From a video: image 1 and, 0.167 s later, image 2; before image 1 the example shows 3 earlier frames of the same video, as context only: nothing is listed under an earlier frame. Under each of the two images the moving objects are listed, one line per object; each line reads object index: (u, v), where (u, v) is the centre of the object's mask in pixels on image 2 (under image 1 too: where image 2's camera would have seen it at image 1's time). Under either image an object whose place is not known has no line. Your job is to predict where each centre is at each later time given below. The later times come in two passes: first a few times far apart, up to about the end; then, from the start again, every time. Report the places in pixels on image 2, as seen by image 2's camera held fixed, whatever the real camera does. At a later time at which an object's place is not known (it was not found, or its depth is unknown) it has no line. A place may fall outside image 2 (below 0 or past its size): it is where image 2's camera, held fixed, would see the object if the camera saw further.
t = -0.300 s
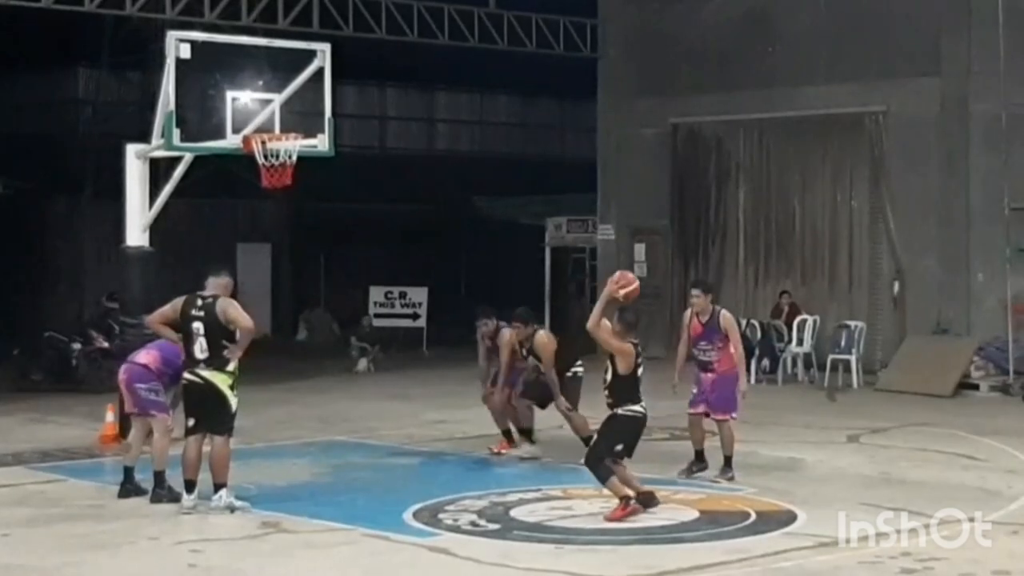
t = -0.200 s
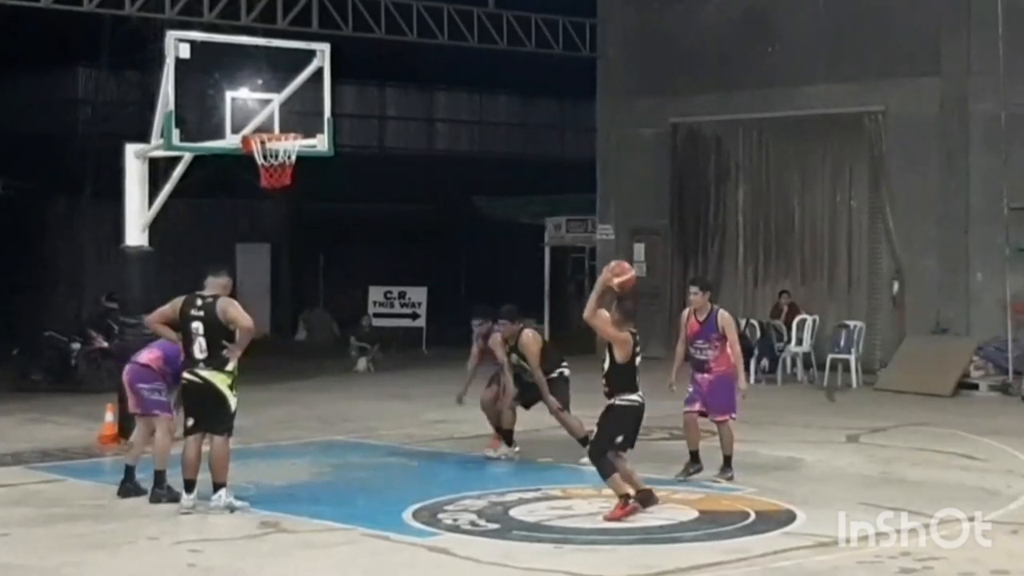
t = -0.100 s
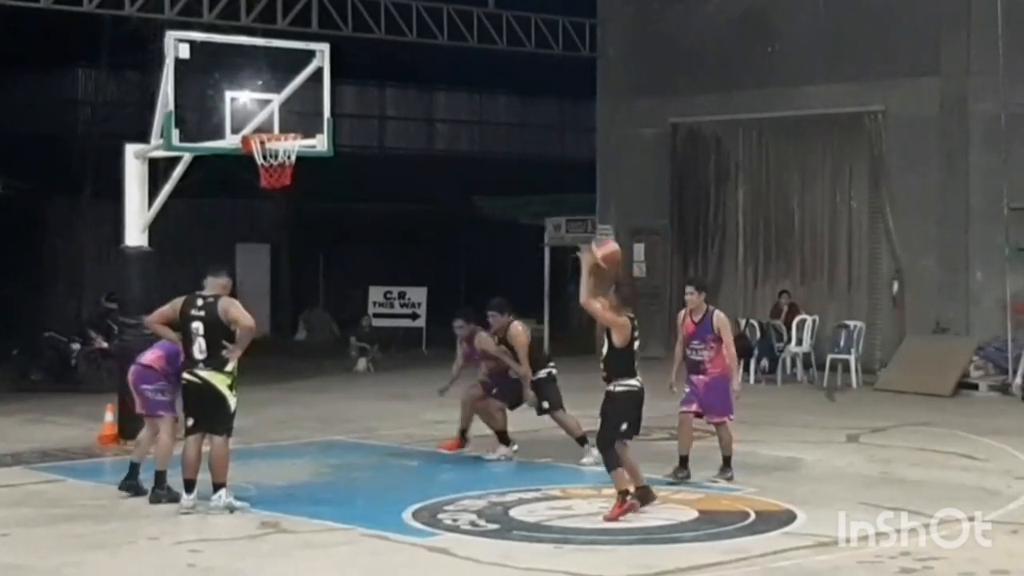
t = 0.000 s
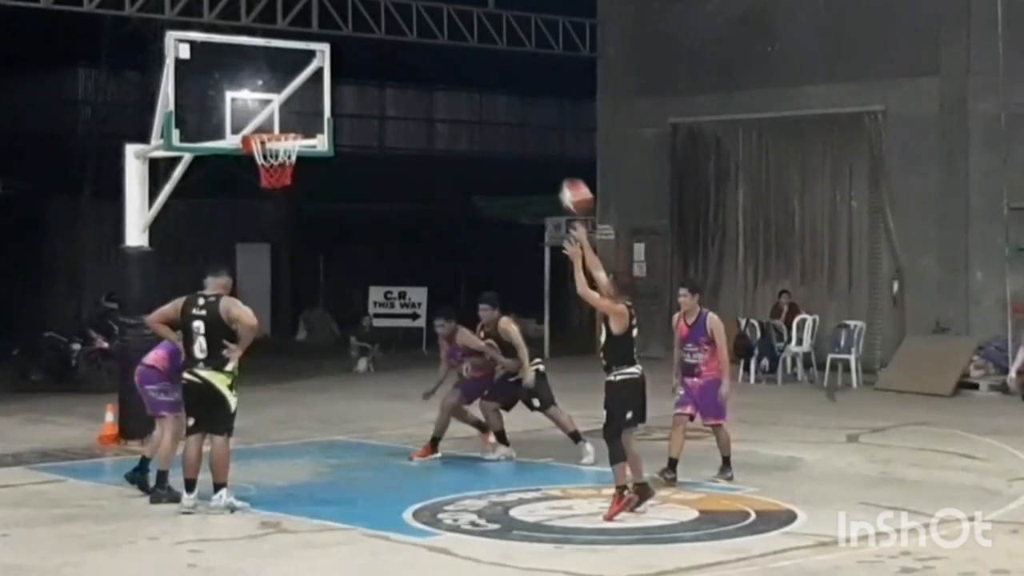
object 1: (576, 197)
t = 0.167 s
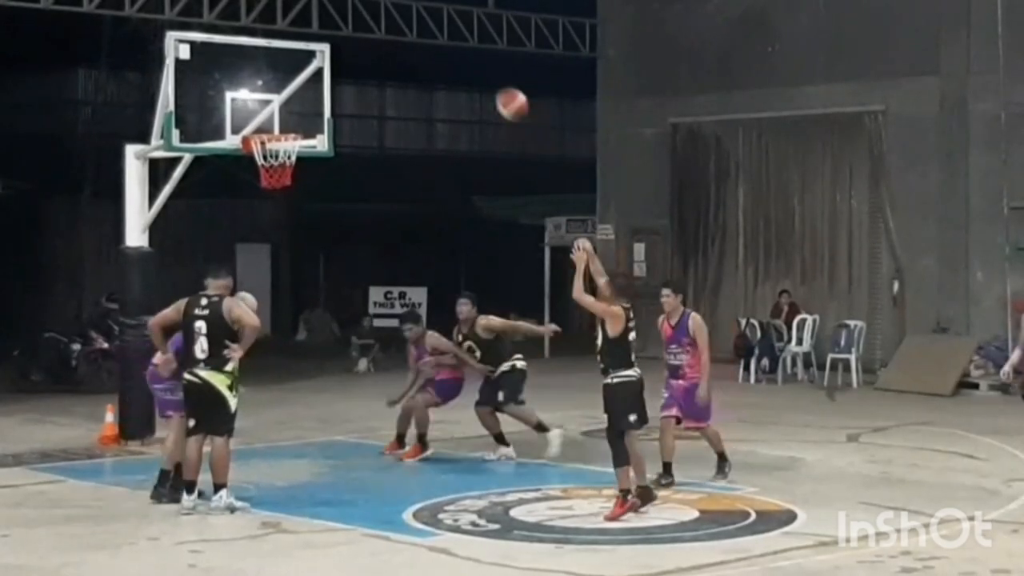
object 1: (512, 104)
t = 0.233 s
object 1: (488, 77)
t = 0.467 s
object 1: (408, 31)
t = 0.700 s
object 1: (338, 47)
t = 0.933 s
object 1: (273, 120)
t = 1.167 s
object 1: (295, 166)
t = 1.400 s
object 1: (292, 209)
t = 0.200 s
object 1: (499, 89)
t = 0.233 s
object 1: (488, 77)
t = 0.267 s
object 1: (476, 67)
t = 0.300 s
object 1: (465, 58)
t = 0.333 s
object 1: (453, 50)
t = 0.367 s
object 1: (442, 43)
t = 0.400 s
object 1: (431, 37)
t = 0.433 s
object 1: (420, 33)
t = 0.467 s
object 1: (408, 31)
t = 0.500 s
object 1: (398, 30)
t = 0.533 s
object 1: (387, 29)
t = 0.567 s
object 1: (377, 30)
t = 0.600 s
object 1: (367, 32)
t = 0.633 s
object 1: (357, 36)
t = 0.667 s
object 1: (346, 41)
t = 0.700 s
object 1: (338, 47)
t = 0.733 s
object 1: (327, 54)
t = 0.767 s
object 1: (317, 62)
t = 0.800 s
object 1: (308, 71)
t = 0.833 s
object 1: (296, 78)
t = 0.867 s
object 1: (288, 93)
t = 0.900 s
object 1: (282, 105)
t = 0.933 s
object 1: (273, 120)
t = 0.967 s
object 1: (263, 129)
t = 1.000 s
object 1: (274, 138)
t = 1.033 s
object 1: (289, 136)
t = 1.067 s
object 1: (293, 142)
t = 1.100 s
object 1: (294, 154)
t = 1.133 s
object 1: (296, 159)
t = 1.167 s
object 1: (295, 166)
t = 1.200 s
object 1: (294, 167)
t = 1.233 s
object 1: (292, 168)
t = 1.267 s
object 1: (292, 176)
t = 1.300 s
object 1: (293, 182)
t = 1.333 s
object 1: (292, 190)
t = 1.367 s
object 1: (292, 199)
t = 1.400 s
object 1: (292, 209)
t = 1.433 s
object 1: (290, 220)
